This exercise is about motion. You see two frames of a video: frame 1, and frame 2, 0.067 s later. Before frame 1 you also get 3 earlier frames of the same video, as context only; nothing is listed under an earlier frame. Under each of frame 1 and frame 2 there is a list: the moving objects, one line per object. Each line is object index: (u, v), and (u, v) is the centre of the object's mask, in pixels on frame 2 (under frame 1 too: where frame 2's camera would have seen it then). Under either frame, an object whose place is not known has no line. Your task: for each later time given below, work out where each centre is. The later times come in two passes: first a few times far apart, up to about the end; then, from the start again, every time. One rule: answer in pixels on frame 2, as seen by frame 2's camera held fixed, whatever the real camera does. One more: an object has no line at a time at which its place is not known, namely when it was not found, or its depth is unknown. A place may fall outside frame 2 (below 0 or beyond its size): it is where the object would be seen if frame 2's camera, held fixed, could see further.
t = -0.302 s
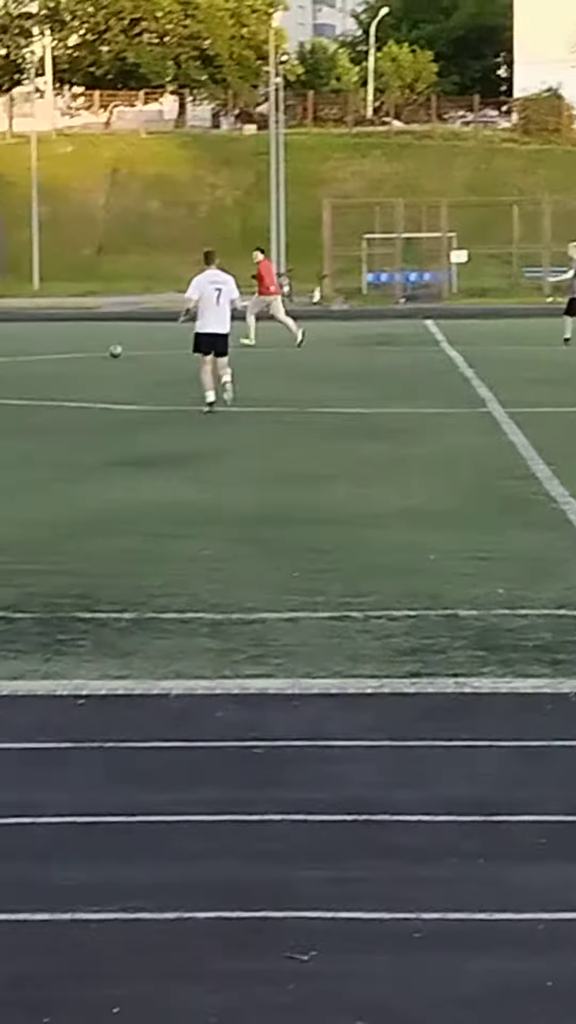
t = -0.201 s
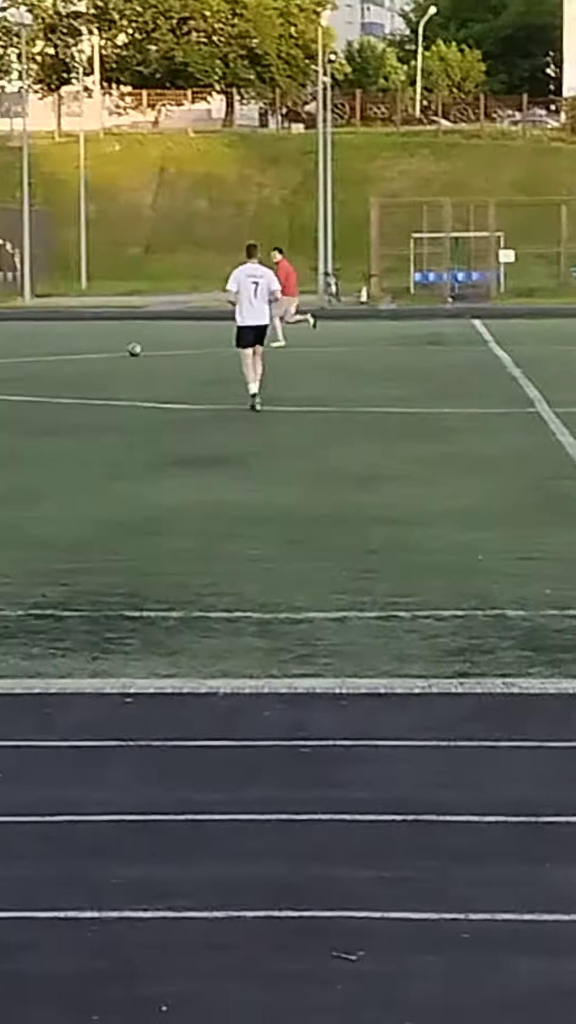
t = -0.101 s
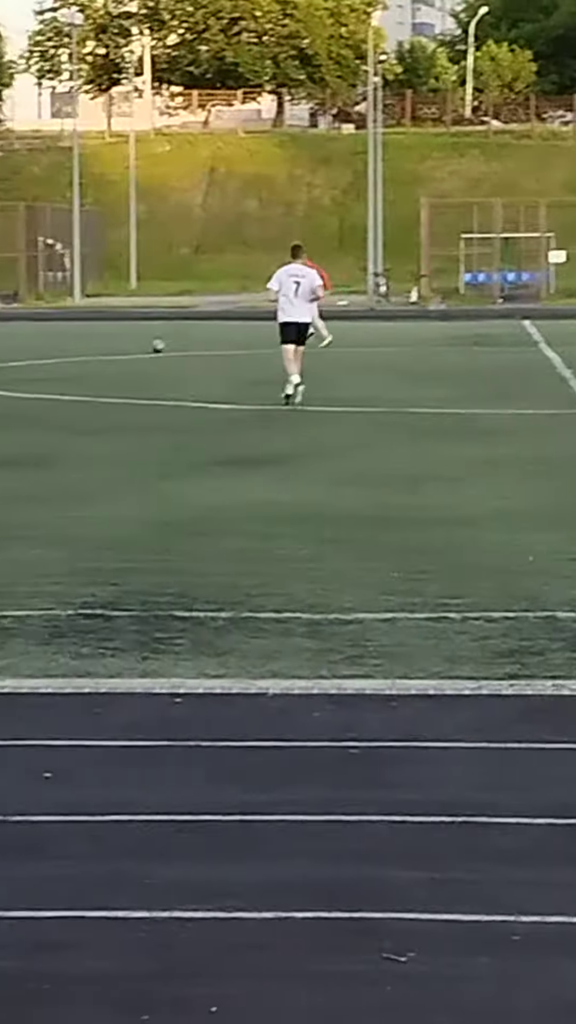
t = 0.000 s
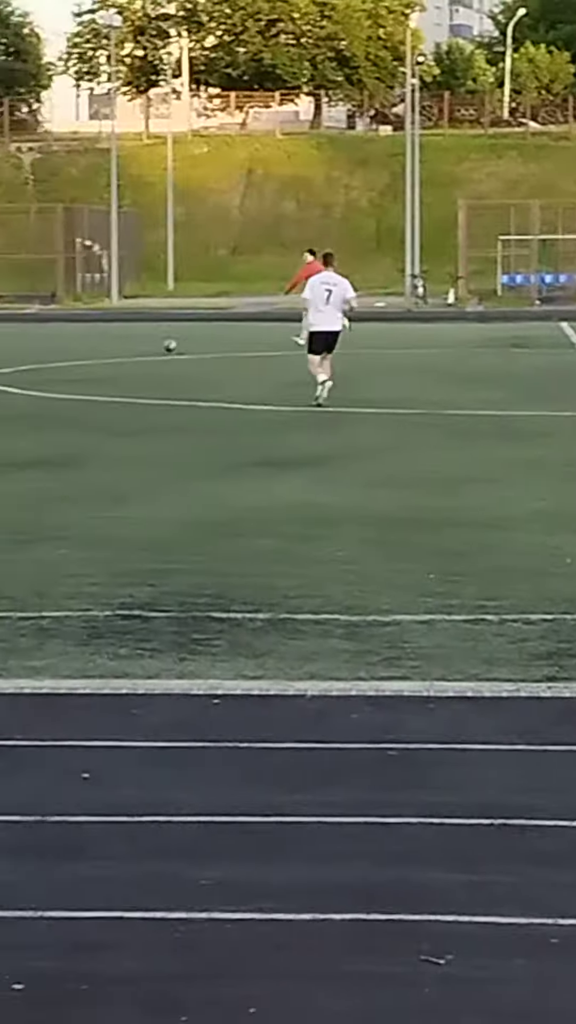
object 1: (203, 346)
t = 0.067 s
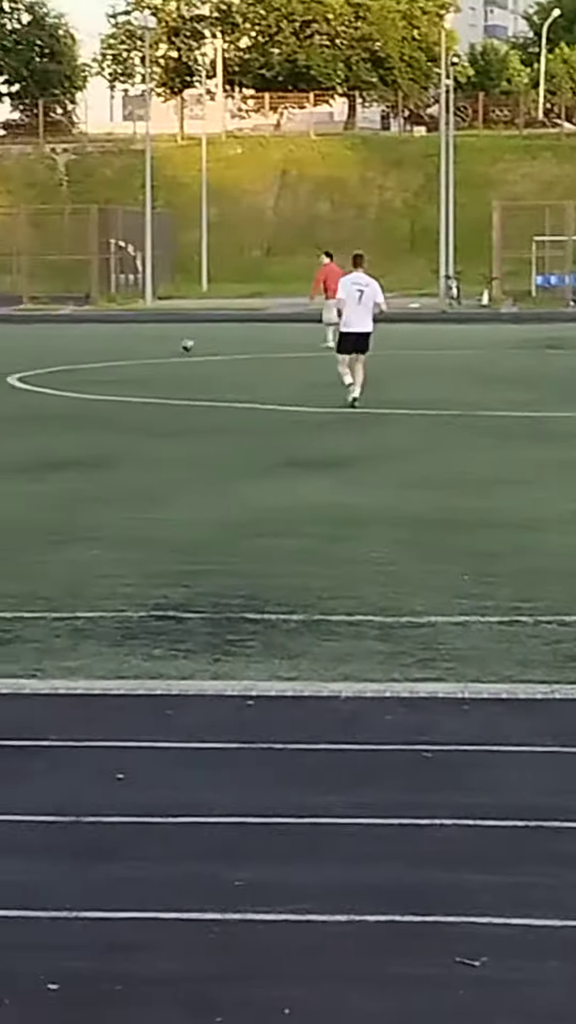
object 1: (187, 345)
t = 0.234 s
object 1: (149, 345)
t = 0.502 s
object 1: (91, 342)
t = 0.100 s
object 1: (179, 346)
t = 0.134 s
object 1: (171, 346)
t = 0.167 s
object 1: (164, 346)
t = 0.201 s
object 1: (156, 346)
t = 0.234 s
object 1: (149, 345)
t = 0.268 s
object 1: (141, 345)
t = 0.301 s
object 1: (134, 344)
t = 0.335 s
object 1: (126, 344)
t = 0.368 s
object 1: (119, 344)
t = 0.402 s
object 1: (112, 343)
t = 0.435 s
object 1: (105, 343)
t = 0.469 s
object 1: (98, 342)
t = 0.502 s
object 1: (91, 342)
